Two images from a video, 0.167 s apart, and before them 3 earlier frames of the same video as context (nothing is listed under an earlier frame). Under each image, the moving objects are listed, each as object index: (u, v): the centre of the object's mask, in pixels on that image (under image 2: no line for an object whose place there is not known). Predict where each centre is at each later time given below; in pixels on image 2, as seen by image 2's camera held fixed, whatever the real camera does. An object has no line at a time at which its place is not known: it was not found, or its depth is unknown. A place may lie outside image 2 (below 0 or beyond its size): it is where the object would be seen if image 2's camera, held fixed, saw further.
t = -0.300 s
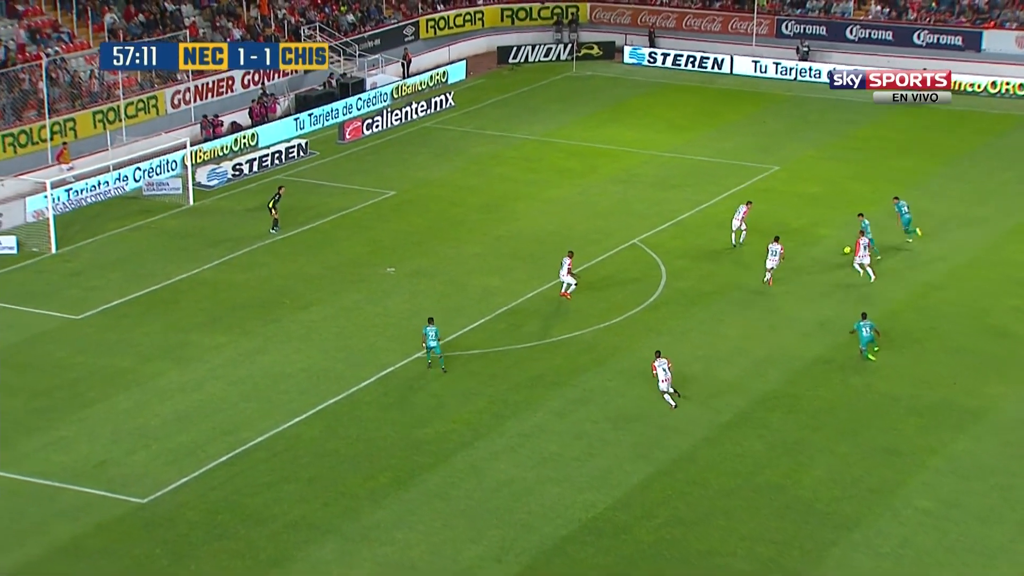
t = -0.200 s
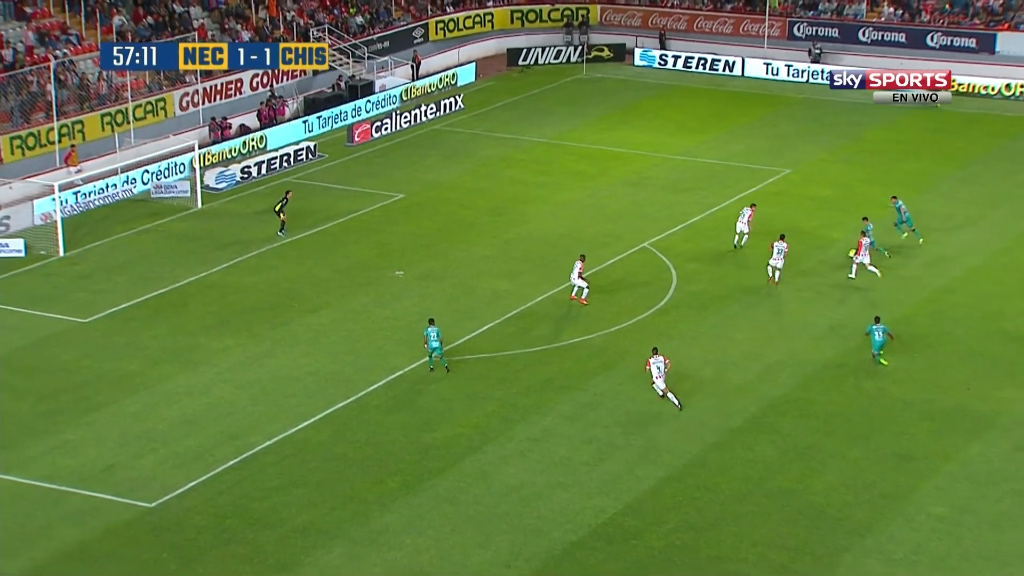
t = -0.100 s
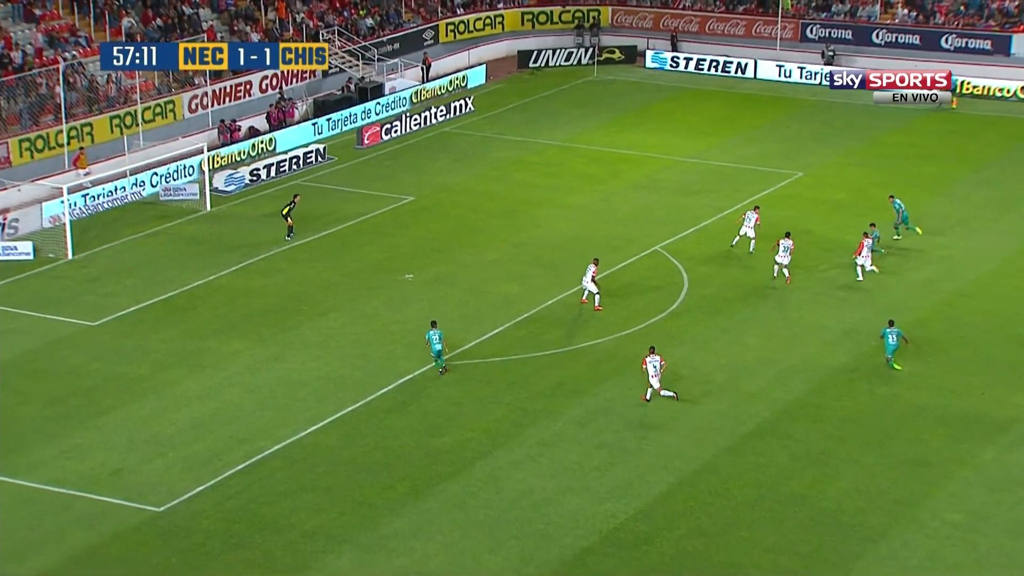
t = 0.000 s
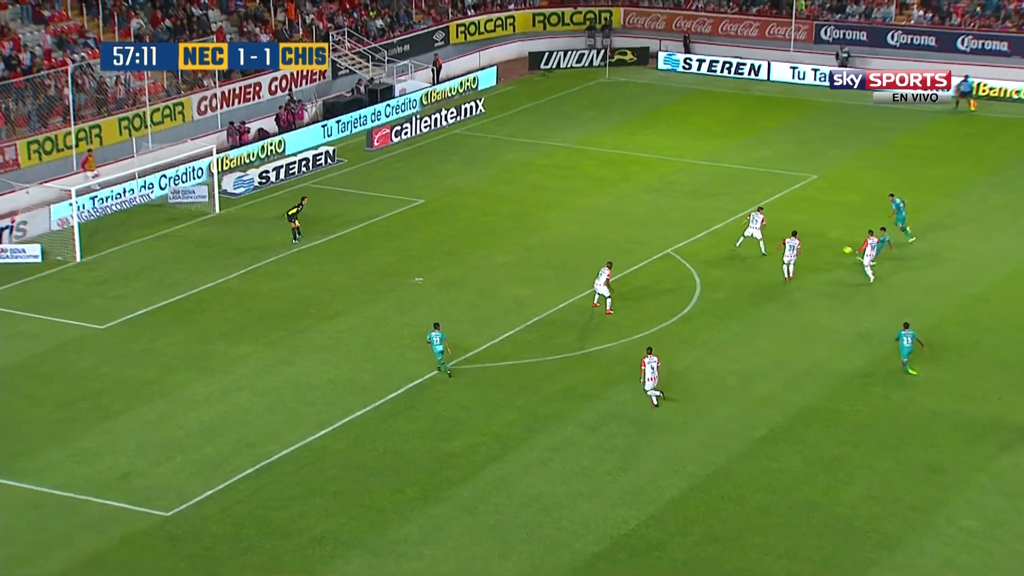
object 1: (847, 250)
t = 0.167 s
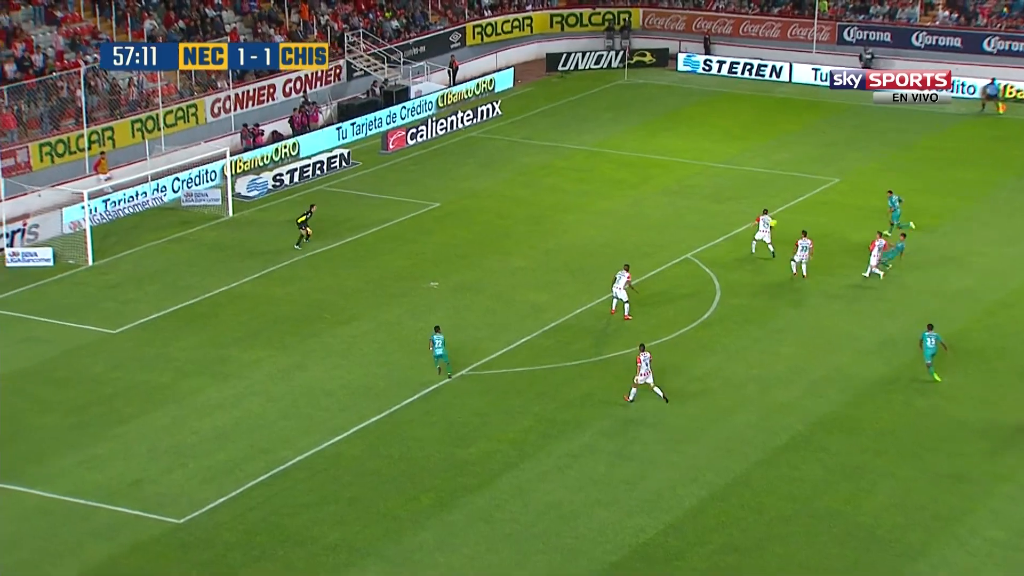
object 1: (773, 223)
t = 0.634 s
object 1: (525, 167)
